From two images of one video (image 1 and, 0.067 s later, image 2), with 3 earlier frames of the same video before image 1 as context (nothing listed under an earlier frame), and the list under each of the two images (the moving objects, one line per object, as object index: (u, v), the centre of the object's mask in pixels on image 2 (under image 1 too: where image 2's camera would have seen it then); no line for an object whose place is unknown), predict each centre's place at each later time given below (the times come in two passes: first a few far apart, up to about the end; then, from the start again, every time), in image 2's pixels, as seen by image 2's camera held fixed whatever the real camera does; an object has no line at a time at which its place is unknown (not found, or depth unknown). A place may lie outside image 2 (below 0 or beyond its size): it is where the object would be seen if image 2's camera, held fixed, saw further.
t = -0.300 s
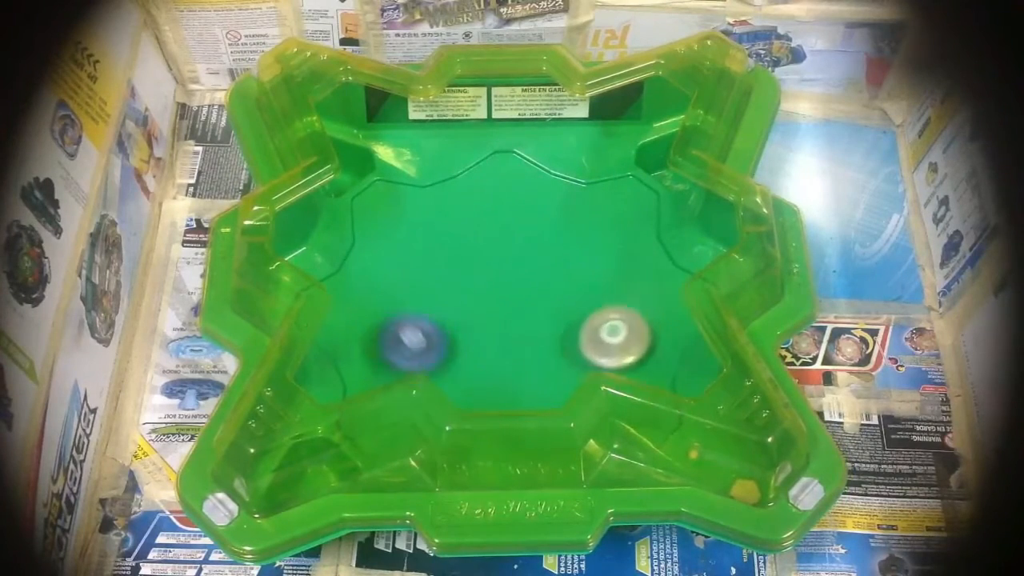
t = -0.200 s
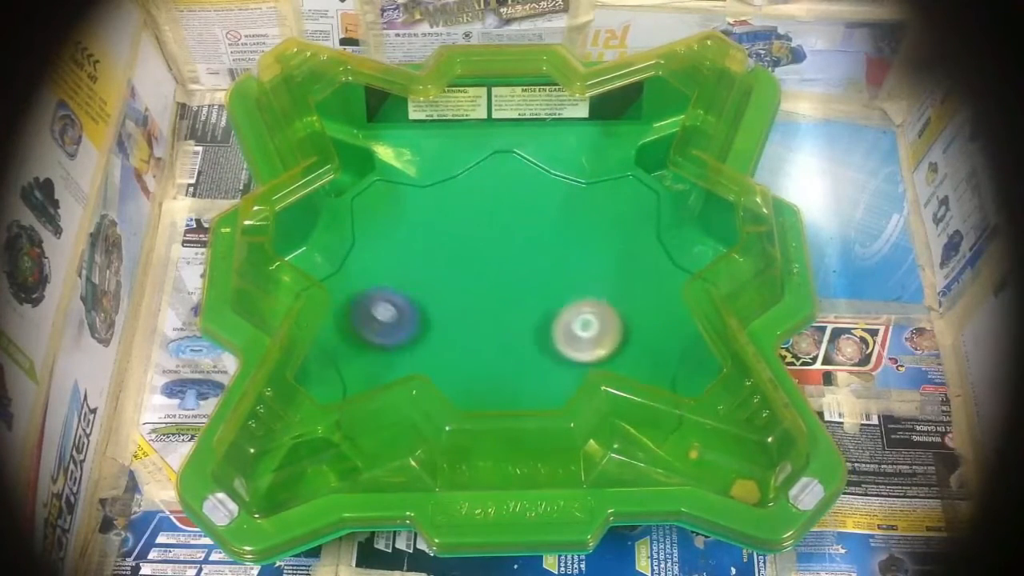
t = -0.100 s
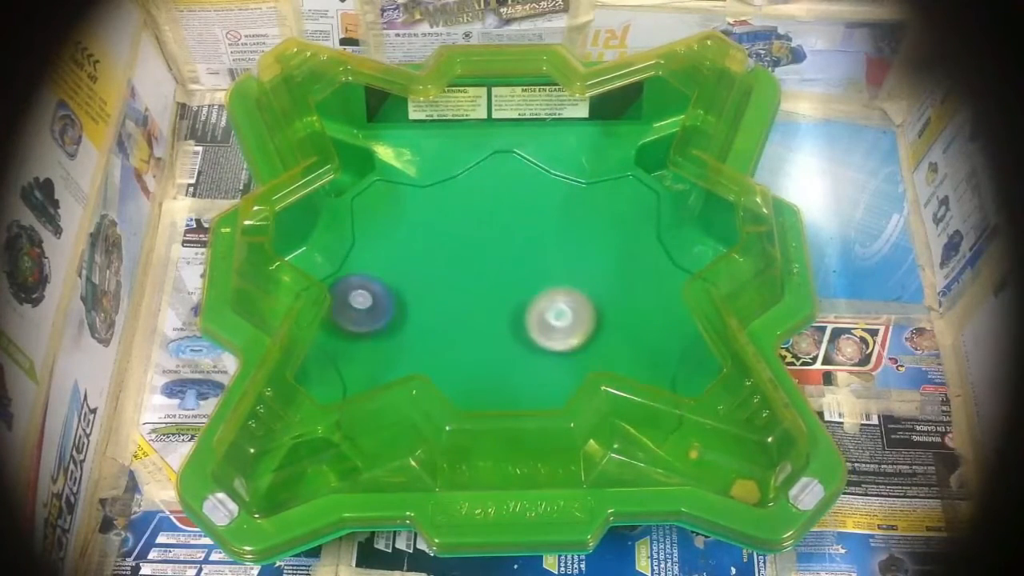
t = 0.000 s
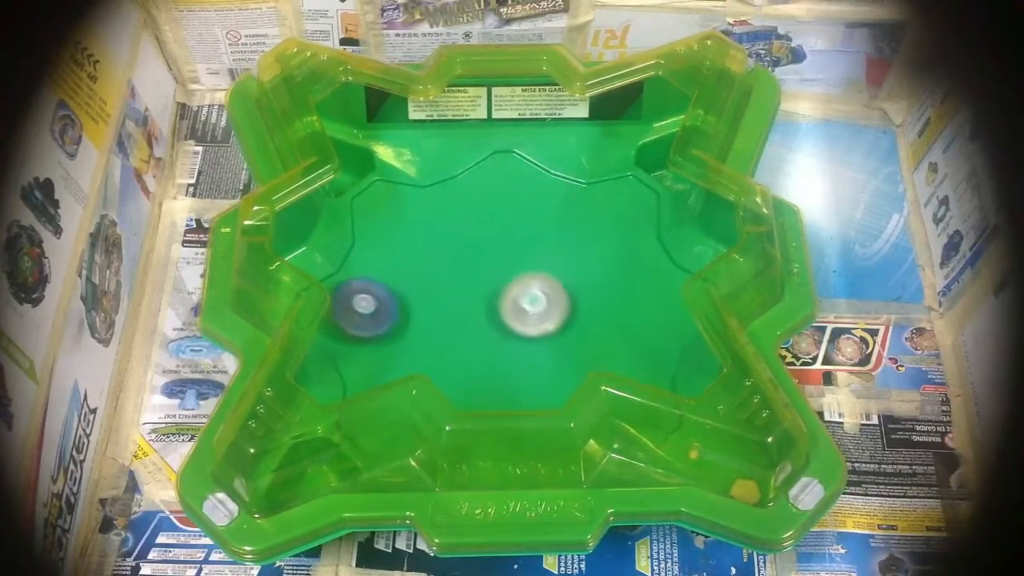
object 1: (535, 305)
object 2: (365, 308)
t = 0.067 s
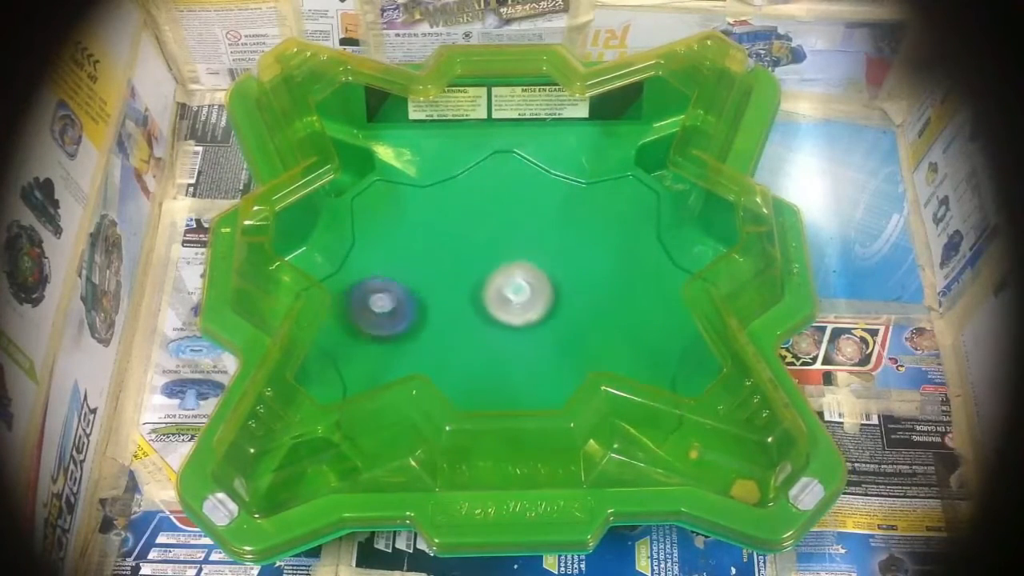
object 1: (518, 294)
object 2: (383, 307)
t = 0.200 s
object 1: (494, 269)
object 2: (427, 286)
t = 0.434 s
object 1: (496, 231)
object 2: (435, 257)
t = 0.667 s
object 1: (578, 225)
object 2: (433, 328)
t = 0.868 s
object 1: (593, 276)
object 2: (527, 326)
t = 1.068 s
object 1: (654, 275)
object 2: (479, 365)
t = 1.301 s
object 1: (618, 338)
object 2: (526, 341)
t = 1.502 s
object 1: (556, 355)
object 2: (482, 297)
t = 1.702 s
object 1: (514, 358)
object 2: (421, 306)
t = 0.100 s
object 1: (510, 288)
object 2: (395, 304)
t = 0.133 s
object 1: (503, 283)
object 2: (407, 300)
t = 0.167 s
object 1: (496, 277)
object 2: (420, 293)
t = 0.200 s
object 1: (494, 269)
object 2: (427, 286)
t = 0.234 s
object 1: (498, 261)
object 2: (427, 281)
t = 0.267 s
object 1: (500, 255)
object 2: (428, 274)
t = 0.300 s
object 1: (499, 251)
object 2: (430, 268)
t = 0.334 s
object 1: (497, 246)
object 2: (430, 263)
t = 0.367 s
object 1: (496, 240)
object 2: (430, 260)
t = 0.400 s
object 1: (495, 236)
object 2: (432, 258)
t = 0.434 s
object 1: (496, 231)
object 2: (435, 257)
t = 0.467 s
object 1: (503, 226)
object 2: (434, 260)
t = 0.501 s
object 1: (525, 216)
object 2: (416, 271)
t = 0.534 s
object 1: (543, 211)
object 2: (408, 282)
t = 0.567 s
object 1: (555, 210)
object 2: (407, 295)
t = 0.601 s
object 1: (564, 214)
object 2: (411, 308)
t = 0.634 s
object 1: (572, 218)
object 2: (420, 319)
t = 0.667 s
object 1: (578, 225)
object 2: (433, 328)
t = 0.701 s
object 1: (584, 232)
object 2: (448, 334)
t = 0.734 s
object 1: (589, 240)
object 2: (465, 338)
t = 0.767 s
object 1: (592, 248)
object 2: (481, 338)
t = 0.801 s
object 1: (594, 257)
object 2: (498, 336)
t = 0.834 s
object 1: (594, 266)
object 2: (513, 332)
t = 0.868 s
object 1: (593, 276)
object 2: (527, 326)
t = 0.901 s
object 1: (600, 279)
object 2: (529, 324)
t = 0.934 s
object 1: (630, 265)
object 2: (505, 335)
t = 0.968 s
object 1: (656, 253)
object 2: (488, 344)
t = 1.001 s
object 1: (662, 254)
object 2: (478, 351)
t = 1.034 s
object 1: (659, 263)
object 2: (476, 358)
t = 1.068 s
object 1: (654, 275)
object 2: (479, 365)
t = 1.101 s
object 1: (649, 286)
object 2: (486, 370)
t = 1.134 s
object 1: (645, 299)
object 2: (495, 373)
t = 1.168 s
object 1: (640, 310)
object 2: (504, 372)
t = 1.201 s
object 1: (636, 319)
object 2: (513, 368)
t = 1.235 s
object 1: (631, 326)
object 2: (520, 361)
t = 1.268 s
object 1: (625, 333)
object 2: (524, 351)
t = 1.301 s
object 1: (618, 338)
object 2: (526, 341)
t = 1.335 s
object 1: (609, 342)
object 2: (523, 331)
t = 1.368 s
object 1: (599, 345)
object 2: (518, 323)
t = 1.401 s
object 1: (587, 349)
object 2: (510, 314)
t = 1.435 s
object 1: (577, 351)
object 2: (502, 306)
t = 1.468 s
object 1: (566, 353)
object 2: (492, 301)
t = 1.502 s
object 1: (556, 355)
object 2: (482, 297)
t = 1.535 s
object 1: (545, 355)
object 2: (470, 295)
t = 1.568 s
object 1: (535, 354)
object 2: (460, 296)
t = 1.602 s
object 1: (523, 354)
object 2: (450, 298)
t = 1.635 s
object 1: (512, 351)
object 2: (442, 303)
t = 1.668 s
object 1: (501, 349)
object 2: (437, 311)
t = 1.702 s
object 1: (514, 358)
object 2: (421, 306)
